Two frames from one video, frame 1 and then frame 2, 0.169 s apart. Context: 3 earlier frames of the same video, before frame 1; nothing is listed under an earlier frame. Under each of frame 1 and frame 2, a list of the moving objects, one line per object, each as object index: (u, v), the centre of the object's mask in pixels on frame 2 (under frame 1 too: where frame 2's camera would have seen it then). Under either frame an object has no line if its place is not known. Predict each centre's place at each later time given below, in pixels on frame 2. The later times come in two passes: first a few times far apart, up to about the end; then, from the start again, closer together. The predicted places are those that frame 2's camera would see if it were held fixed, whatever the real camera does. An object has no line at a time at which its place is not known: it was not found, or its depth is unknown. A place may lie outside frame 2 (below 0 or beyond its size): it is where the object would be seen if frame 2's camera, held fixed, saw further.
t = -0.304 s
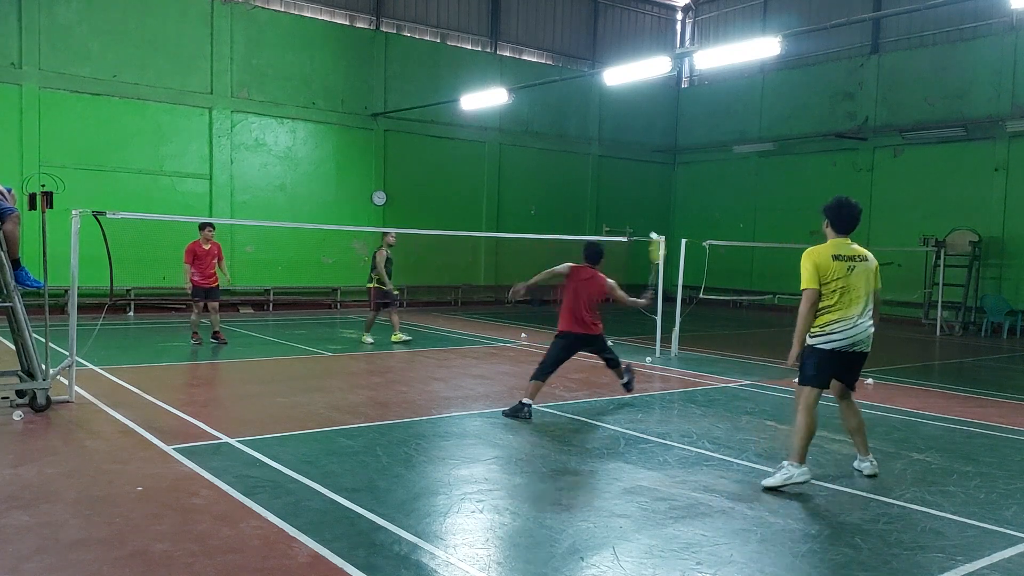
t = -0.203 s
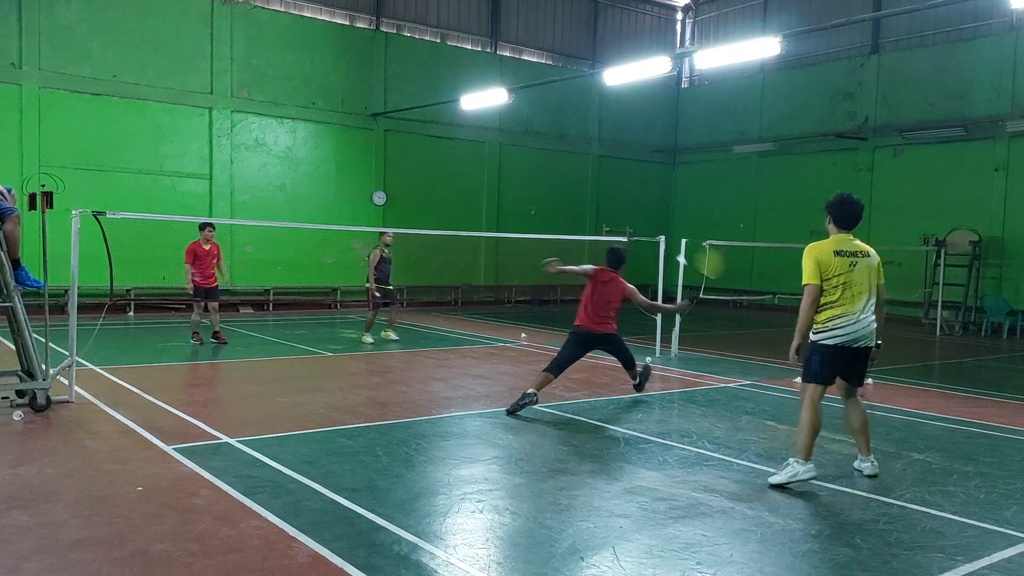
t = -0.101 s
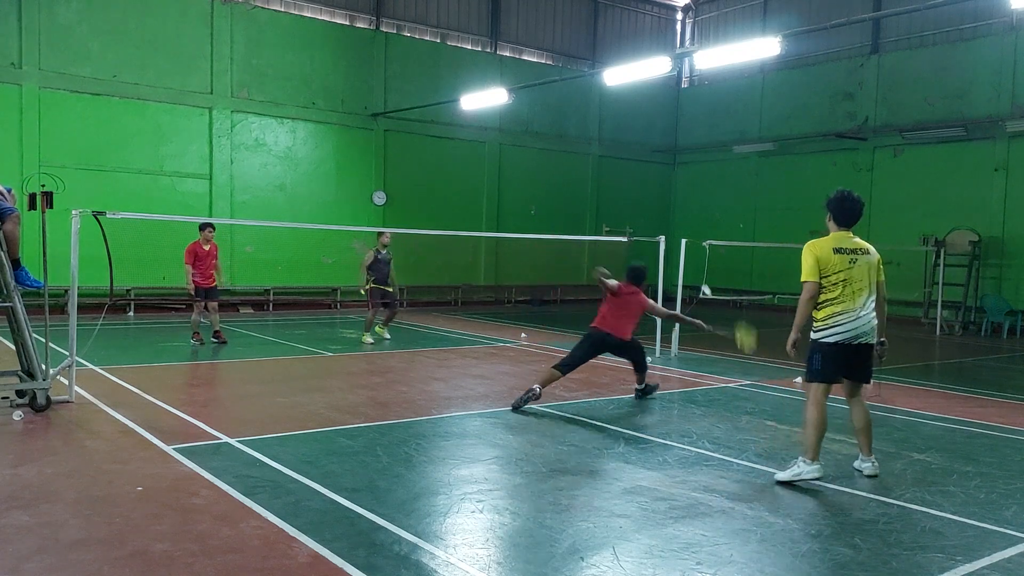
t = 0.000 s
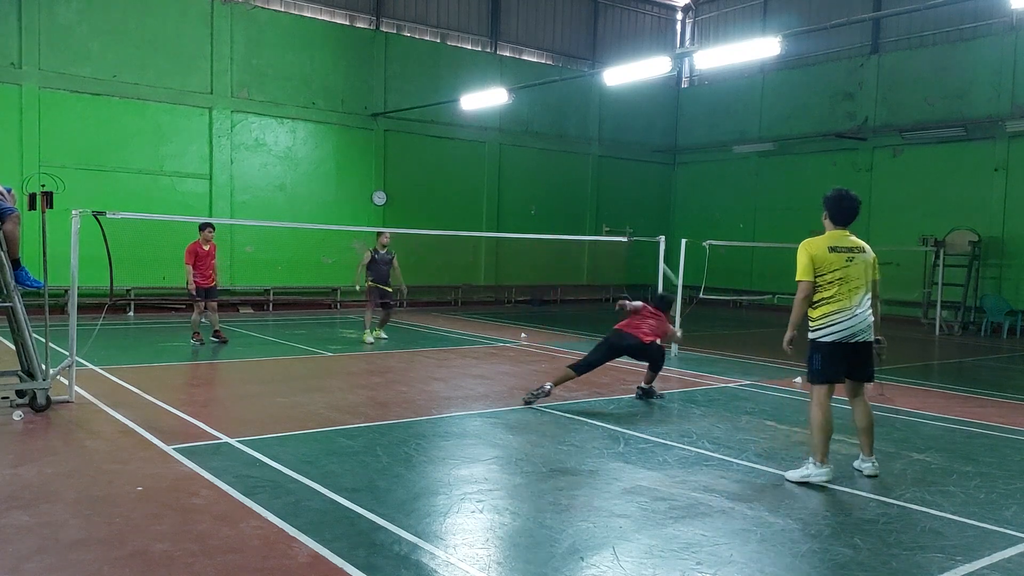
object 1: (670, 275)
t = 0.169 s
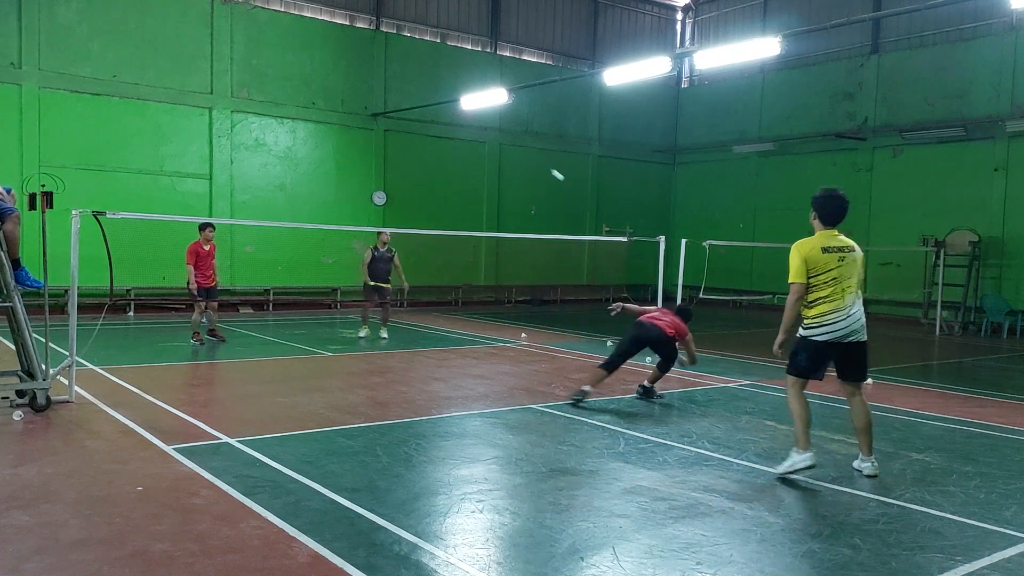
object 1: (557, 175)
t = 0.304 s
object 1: (506, 142)
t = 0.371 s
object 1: (487, 135)
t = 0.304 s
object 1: (506, 142)
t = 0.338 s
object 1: (496, 138)
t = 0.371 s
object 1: (487, 135)
